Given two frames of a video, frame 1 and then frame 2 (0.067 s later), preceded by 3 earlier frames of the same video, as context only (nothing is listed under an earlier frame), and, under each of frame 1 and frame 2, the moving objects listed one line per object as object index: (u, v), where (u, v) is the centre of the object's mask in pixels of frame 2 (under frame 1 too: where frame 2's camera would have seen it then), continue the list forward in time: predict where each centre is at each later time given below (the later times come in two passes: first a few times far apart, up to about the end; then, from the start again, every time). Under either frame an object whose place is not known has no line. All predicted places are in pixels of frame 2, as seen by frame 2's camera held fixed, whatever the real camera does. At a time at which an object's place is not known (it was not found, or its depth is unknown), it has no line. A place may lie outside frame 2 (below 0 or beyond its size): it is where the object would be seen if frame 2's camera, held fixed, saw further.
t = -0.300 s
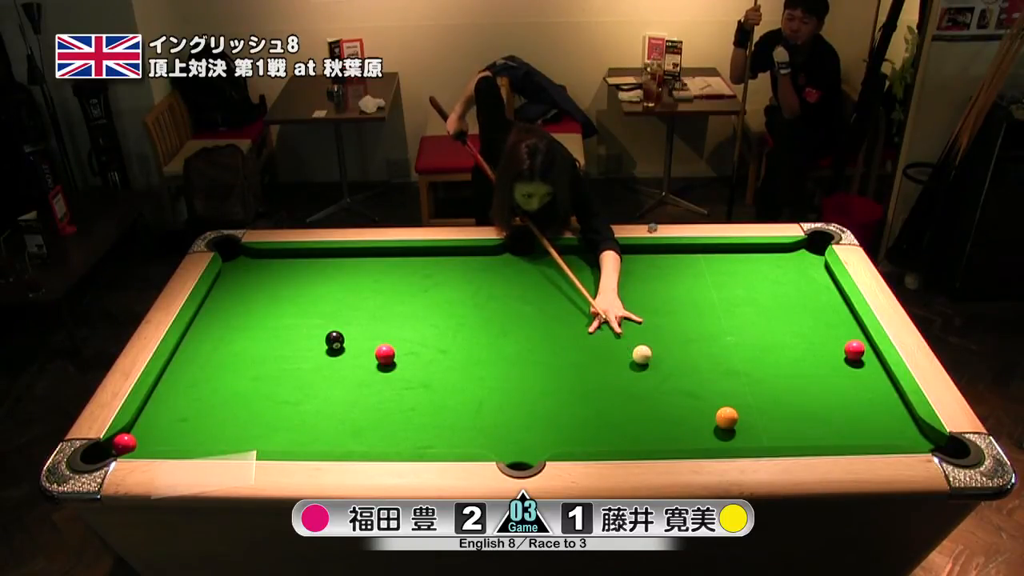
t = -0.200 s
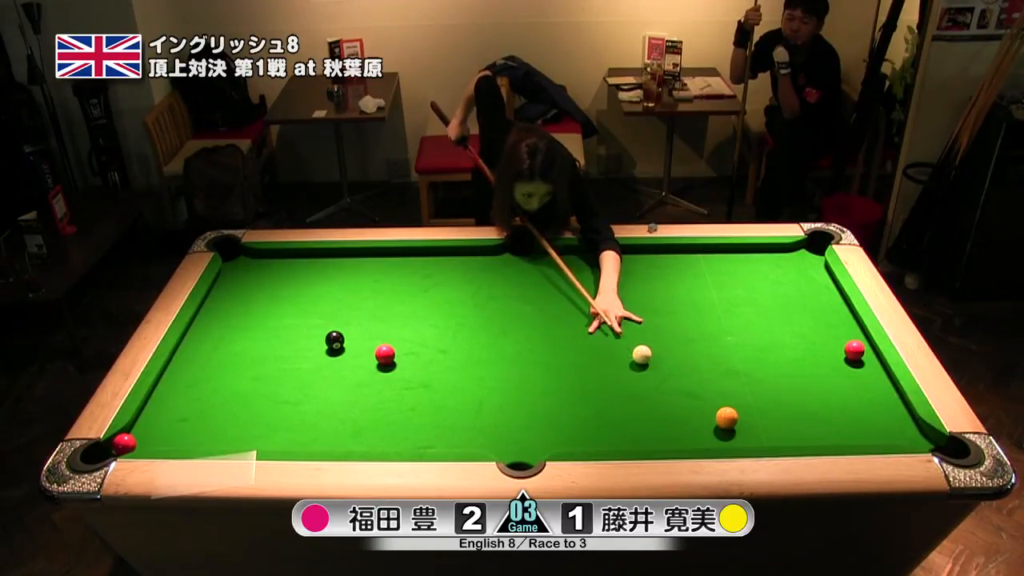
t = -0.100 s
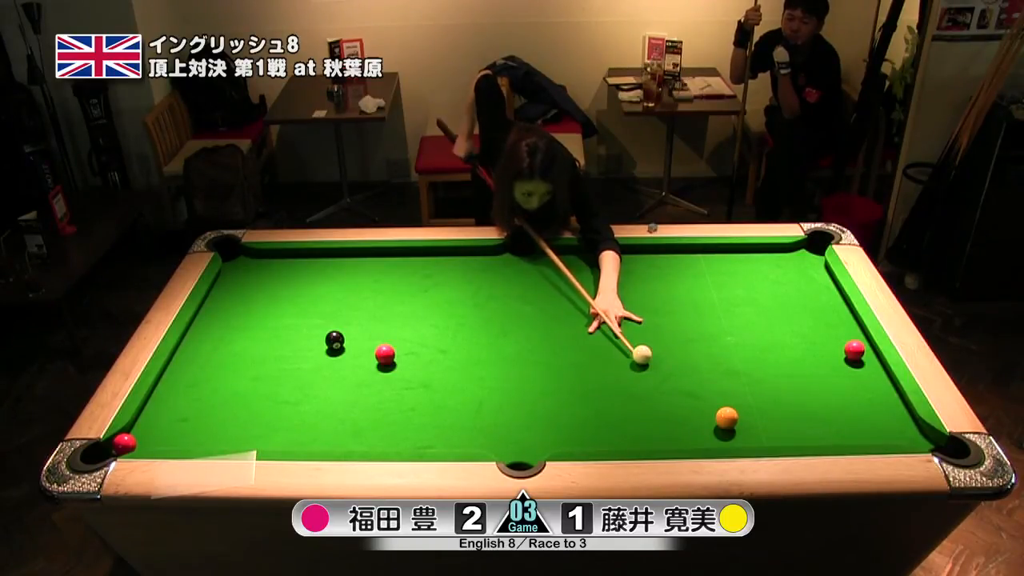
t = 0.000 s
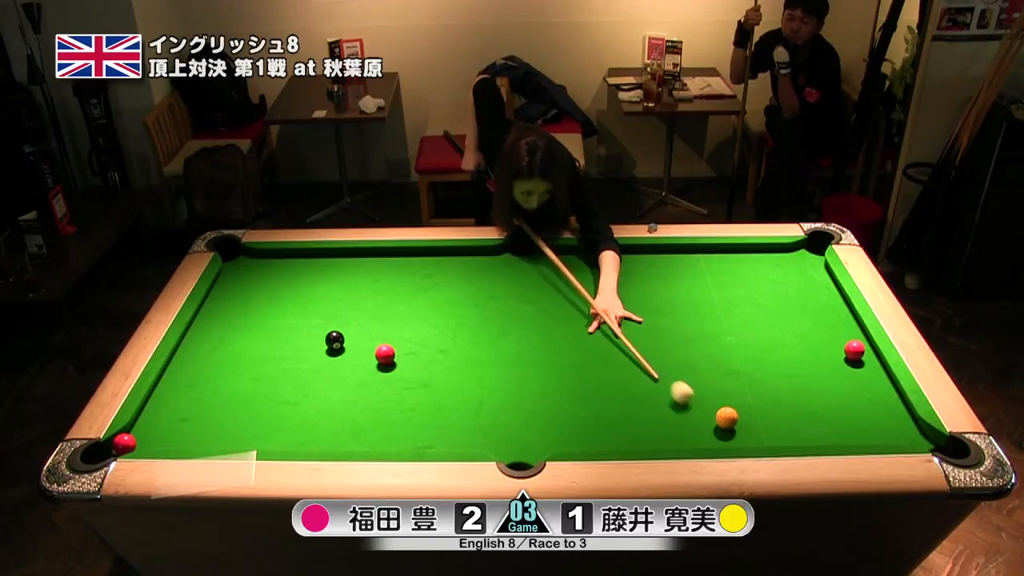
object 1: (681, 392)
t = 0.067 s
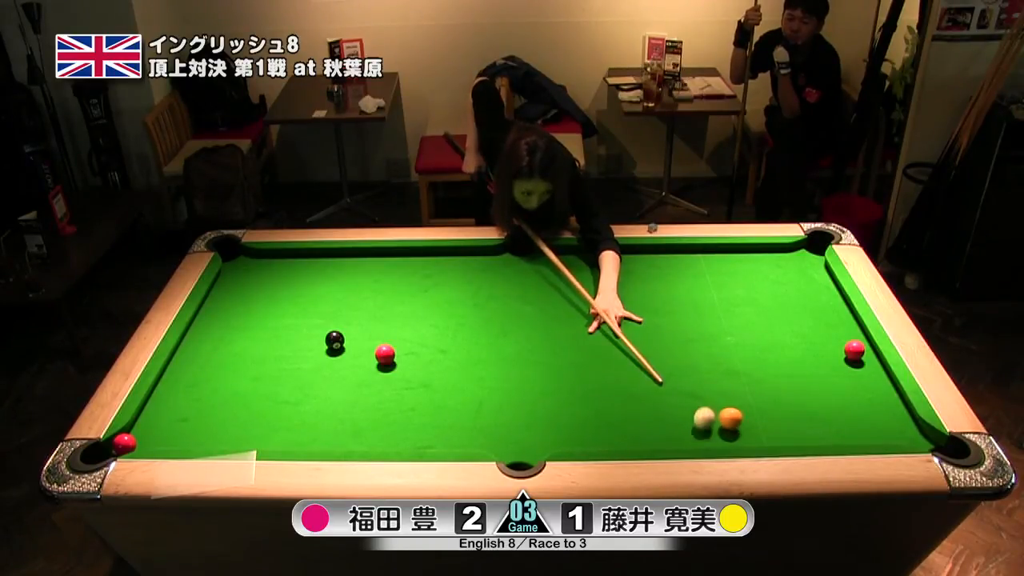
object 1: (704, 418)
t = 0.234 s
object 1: (677, 432)
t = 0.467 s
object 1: (626, 398)
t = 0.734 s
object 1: (575, 365)
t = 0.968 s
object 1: (537, 339)
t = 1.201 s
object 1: (503, 316)
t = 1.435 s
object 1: (474, 296)
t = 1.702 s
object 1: (445, 276)
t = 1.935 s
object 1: (423, 260)
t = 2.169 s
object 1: (405, 257)
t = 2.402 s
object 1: (389, 266)
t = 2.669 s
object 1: (373, 274)
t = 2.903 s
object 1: (360, 282)
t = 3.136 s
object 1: (348, 288)
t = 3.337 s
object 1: (338, 293)
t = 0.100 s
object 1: (701, 428)
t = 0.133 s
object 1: (699, 437)
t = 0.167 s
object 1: (694, 441)
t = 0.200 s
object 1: (685, 437)
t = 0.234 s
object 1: (677, 432)
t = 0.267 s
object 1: (670, 427)
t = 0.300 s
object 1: (662, 422)
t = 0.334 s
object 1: (654, 417)
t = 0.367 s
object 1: (647, 412)
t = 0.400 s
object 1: (640, 408)
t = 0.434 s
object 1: (633, 403)
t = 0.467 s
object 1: (626, 398)
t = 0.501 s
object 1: (619, 394)
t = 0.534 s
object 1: (612, 390)
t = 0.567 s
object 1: (606, 385)
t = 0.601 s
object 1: (600, 381)
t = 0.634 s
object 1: (593, 377)
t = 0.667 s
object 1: (587, 373)
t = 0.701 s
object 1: (581, 369)
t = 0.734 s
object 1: (575, 365)
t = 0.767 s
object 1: (569, 361)
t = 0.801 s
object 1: (564, 357)
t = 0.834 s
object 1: (558, 354)
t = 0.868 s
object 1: (552, 350)
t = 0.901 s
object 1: (547, 346)
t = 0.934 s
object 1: (542, 343)
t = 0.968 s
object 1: (537, 339)
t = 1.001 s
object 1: (532, 336)
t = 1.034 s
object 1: (527, 332)
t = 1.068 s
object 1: (522, 329)
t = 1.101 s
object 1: (517, 326)
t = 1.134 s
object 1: (512, 323)
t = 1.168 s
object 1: (508, 320)
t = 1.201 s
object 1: (503, 316)
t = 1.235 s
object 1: (499, 313)
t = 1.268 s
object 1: (495, 310)
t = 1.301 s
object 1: (490, 307)
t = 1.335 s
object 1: (486, 304)
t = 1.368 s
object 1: (482, 302)
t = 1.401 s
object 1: (478, 299)
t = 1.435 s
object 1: (474, 296)
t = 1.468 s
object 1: (470, 294)
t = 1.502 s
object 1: (466, 291)
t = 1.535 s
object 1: (463, 288)
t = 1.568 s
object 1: (459, 286)
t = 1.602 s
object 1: (456, 283)
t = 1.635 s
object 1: (452, 281)
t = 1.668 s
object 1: (449, 278)
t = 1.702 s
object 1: (445, 276)
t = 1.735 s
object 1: (442, 273)
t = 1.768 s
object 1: (439, 271)
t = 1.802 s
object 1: (436, 269)
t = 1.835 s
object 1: (433, 267)
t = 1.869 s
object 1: (429, 264)
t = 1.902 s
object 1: (426, 262)
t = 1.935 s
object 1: (423, 260)
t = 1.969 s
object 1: (421, 258)
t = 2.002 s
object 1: (418, 256)
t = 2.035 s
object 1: (415, 254)
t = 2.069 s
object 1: (412, 253)
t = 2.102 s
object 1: (410, 255)
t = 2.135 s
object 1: (408, 256)
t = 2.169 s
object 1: (405, 257)
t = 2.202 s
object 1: (403, 258)
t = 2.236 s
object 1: (401, 260)
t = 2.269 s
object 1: (398, 261)
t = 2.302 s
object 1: (396, 262)
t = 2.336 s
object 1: (394, 263)
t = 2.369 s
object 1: (392, 264)
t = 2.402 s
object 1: (389, 266)
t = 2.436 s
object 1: (387, 267)
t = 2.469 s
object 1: (385, 267)
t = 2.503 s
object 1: (383, 269)
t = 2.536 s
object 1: (381, 270)
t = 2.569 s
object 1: (379, 271)
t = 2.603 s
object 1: (377, 272)
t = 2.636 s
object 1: (375, 274)
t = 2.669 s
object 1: (373, 274)
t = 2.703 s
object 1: (371, 275)
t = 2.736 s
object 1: (369, 277)
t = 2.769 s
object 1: (367, 278)
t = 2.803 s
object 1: (365, 279)
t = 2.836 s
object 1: (363, 280)
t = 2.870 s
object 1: (361, 281)
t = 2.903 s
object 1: (360, 282)
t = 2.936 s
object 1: (358, 282)
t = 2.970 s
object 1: (356, 283)
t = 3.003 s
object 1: (354, 285)
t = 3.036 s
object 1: (353, 286)
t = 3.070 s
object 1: (351, 286)
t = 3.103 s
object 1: (349, 287)
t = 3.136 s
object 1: (348, 288)
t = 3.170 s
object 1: (346, 289)
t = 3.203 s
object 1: (344, 290)
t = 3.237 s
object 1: (343, 290)
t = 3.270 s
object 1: (342, 291)
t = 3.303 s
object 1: (340, 292)
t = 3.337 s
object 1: (338, 293)
